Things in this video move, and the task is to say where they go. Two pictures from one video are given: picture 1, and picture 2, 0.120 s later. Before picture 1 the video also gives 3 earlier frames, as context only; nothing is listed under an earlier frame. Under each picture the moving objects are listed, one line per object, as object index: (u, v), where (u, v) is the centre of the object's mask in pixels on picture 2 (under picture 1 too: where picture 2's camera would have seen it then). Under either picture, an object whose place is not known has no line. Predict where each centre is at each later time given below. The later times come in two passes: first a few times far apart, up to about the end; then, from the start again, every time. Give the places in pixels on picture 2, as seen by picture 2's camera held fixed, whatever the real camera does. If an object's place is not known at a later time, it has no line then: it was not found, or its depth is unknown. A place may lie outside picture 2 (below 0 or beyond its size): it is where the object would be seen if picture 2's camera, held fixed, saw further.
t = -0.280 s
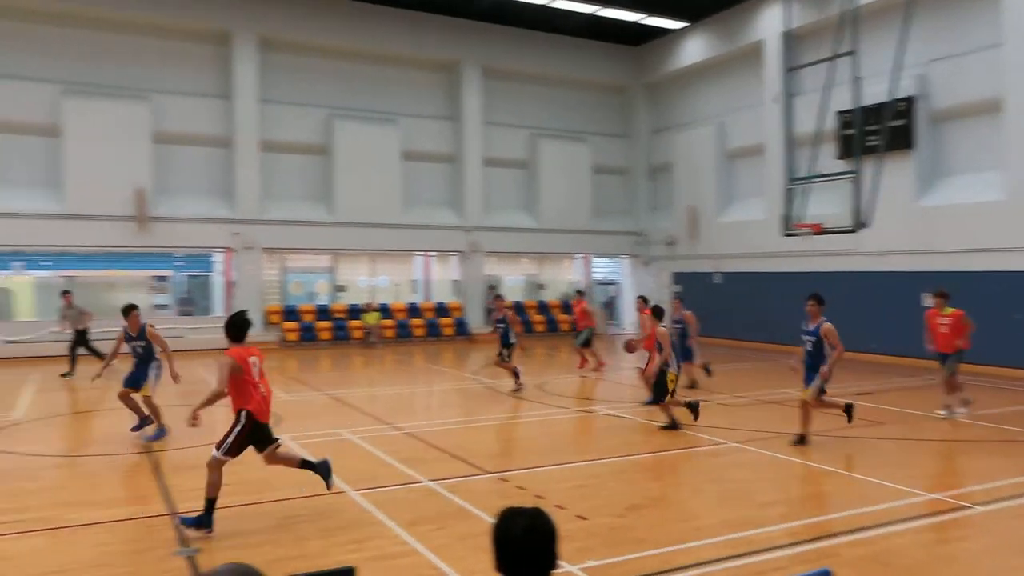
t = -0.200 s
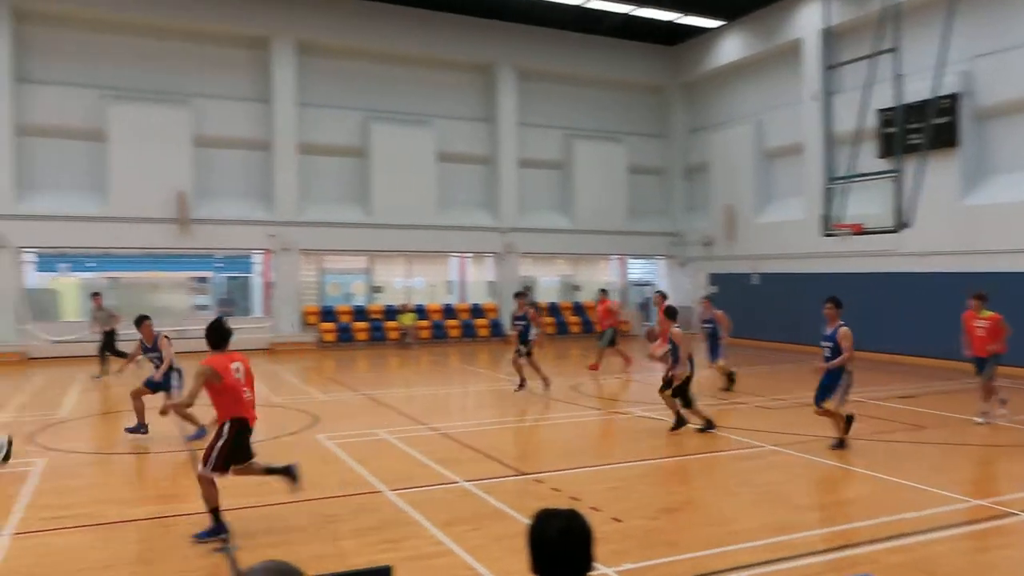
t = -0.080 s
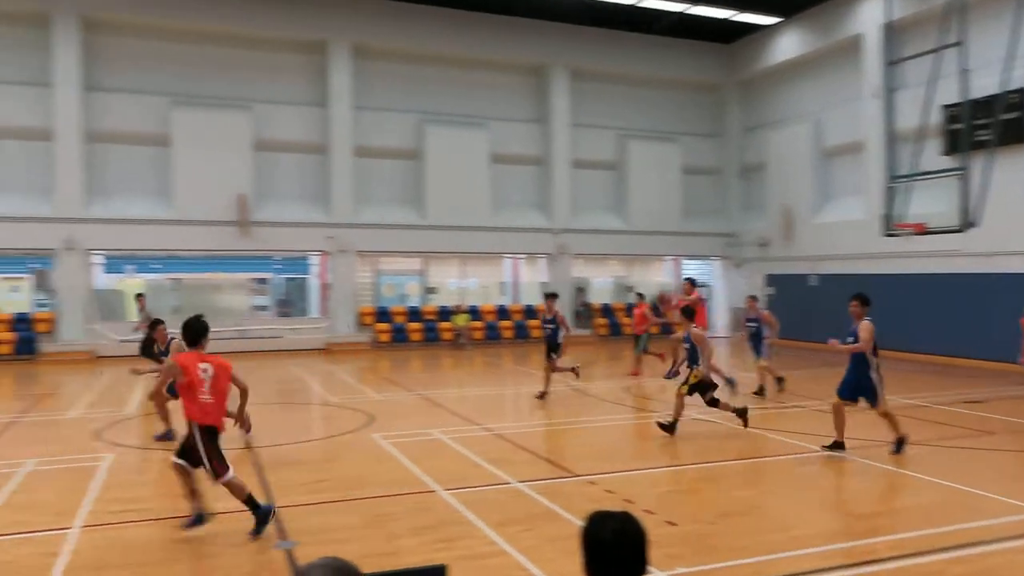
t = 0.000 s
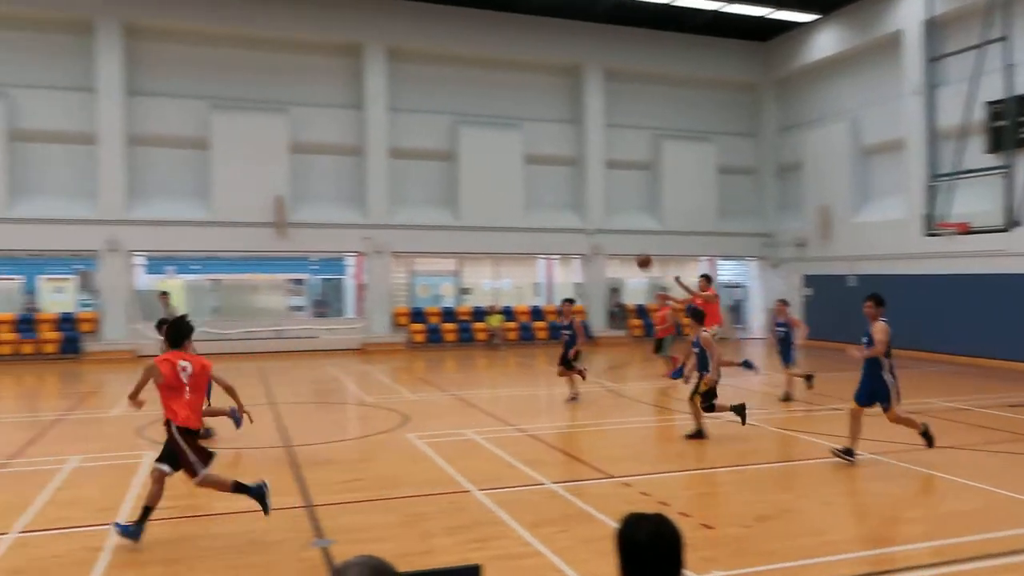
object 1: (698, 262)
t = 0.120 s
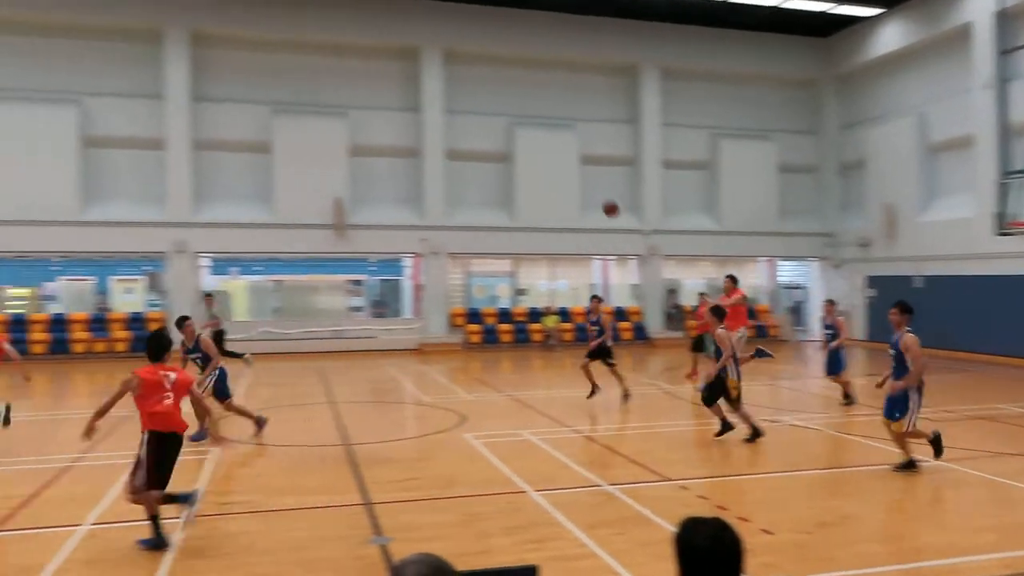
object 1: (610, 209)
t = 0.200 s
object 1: (551, 176)
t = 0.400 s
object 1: (403, 113)
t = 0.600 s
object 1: (253, 72)
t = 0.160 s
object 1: (581, 193)
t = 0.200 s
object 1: (551, 176)
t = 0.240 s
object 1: (521, 162)
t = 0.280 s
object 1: (492, 149)
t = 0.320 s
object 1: (462, 136)
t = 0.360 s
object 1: (433, 124)
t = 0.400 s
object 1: (403, 113)
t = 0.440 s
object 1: (373, 104)
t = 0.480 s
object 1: (342, 93)
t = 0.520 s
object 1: (312, 85)
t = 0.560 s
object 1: (282, 77)
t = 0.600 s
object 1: (253, 72)
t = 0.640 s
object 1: (223, 66)
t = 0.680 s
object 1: (193, 61)
